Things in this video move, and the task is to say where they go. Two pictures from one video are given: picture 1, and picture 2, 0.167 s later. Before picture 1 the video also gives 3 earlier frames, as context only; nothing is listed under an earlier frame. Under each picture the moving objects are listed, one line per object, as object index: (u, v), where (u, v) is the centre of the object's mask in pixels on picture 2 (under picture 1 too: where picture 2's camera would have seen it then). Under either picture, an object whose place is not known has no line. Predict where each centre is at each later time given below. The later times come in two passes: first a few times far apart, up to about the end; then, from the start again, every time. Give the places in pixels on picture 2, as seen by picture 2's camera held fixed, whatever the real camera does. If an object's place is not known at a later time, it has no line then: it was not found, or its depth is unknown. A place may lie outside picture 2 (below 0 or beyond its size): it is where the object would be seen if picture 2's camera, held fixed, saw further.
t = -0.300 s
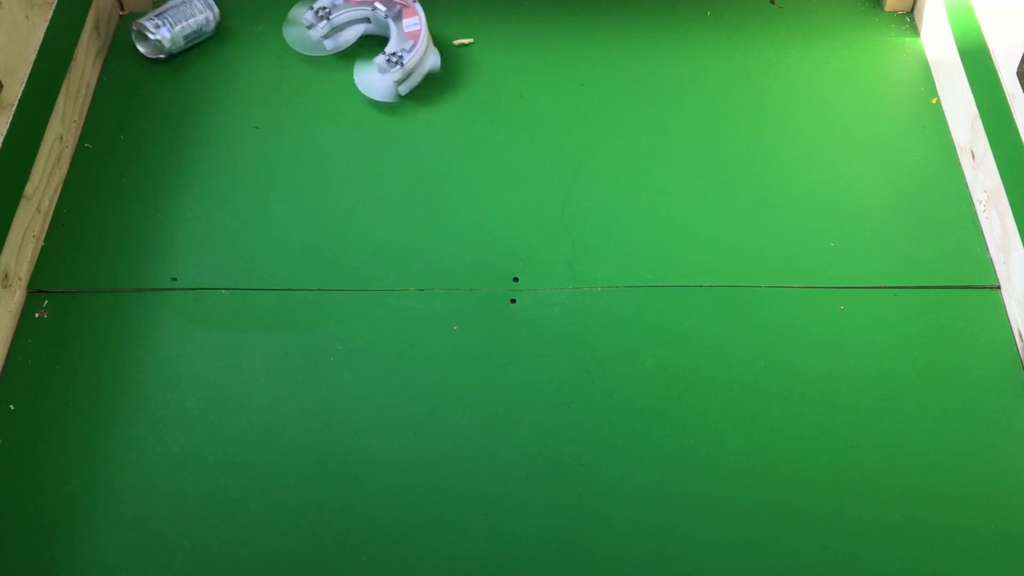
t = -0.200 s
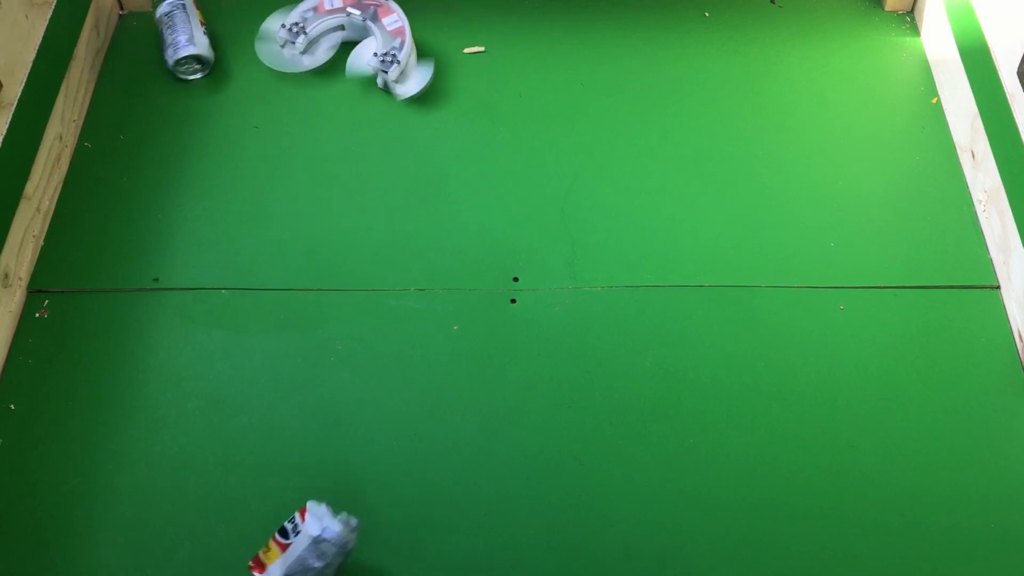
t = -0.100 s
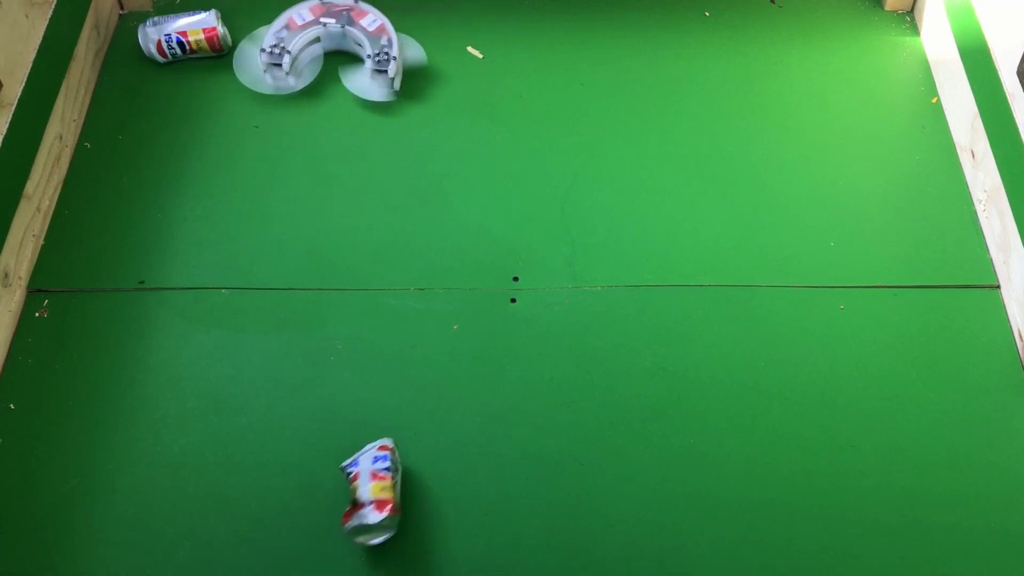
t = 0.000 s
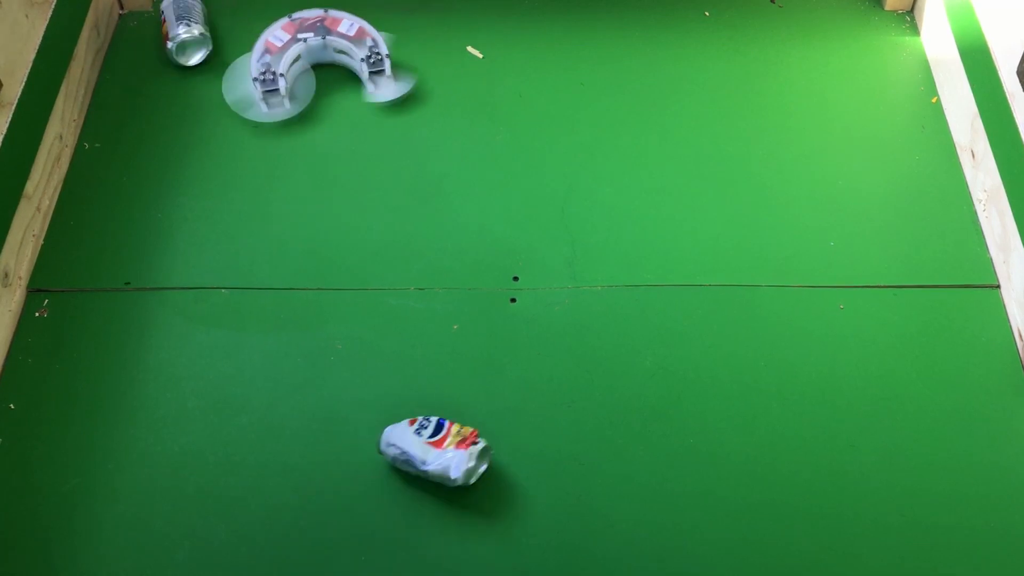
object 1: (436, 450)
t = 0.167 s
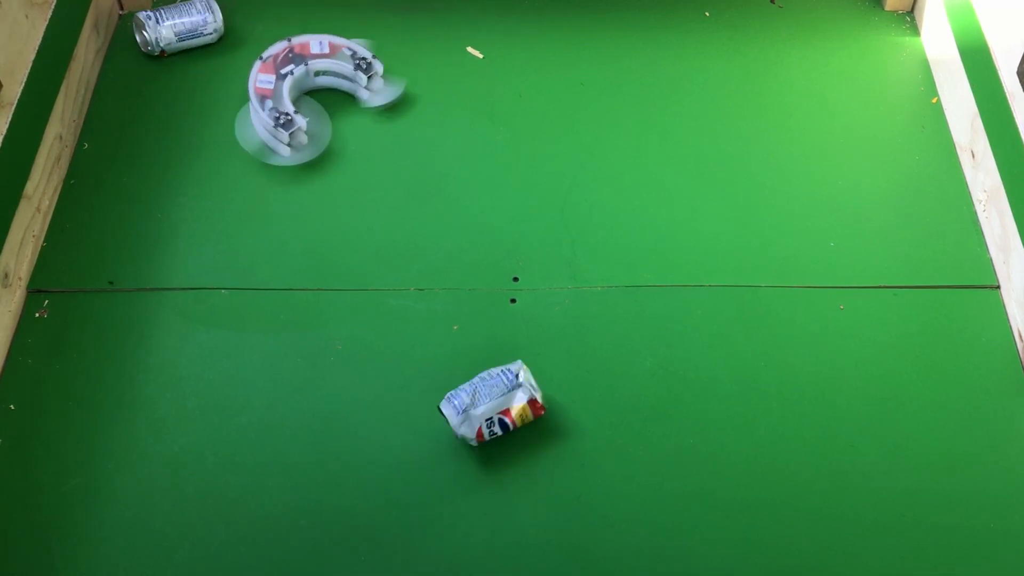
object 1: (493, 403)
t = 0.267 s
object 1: (503, 385)
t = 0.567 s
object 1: (490, 380)
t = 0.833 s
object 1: (491, 380)
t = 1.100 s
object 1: (489, 379)
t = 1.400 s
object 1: (490, 379)
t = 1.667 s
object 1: (489, 379)
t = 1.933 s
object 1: (490, 380)
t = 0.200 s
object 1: (499, 397)
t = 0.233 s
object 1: (502, 390)
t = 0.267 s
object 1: (503, 385)
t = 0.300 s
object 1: (502, 382)
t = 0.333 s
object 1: (500, 380)
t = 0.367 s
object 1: (497, 380)
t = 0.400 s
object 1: (492, 379)
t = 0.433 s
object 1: (487, 377)
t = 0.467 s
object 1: (486, 377)
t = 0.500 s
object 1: (486, 378)
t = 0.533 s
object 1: (488, 379)
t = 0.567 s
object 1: (490, 380)
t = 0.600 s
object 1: (492, 380)
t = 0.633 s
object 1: (492, 380)
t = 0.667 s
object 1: (491, 380)
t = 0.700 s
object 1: (490, 380)
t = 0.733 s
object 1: (489, 379)
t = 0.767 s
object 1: (489, 379)
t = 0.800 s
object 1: (490, 380)
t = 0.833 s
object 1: (491, 380)
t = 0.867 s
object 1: (490, 379)
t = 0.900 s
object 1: (489, 379)
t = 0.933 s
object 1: (489, 379)
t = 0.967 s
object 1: (490, 379)
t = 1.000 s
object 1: (490, 379)
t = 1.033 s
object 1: (490, 379)
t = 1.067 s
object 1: (489, 379)
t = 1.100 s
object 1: (489, 379)
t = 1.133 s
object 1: (489, 379)
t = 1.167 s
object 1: (490, 379)
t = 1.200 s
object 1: (490, 379)
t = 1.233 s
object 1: (489, 379)
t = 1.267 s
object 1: (489, 379)
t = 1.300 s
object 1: (489, 379)
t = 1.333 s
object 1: (490, 379)
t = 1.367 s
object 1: (490, 379)
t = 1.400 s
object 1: (490, 379)
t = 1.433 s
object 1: (490, 379)
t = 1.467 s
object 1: (489, 379)
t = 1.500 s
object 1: (490, 379)
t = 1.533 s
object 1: (490, 379)
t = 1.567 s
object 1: (490, 379)
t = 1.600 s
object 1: (489, 379)
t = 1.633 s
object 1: (489, 379)
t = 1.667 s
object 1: (489, 379)
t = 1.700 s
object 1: (490, 379)
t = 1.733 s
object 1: (490, 379)
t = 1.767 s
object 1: (490, 379)
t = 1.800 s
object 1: (490, 379)
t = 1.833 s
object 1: (490, 379)
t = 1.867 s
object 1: (490, 379)
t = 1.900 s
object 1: (490, 380)
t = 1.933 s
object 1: (490, 380)
